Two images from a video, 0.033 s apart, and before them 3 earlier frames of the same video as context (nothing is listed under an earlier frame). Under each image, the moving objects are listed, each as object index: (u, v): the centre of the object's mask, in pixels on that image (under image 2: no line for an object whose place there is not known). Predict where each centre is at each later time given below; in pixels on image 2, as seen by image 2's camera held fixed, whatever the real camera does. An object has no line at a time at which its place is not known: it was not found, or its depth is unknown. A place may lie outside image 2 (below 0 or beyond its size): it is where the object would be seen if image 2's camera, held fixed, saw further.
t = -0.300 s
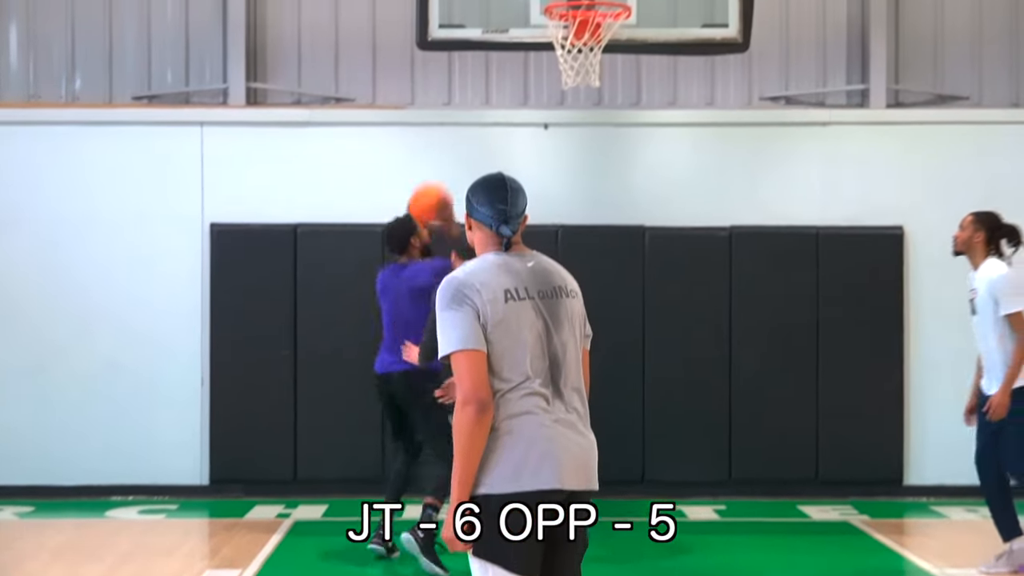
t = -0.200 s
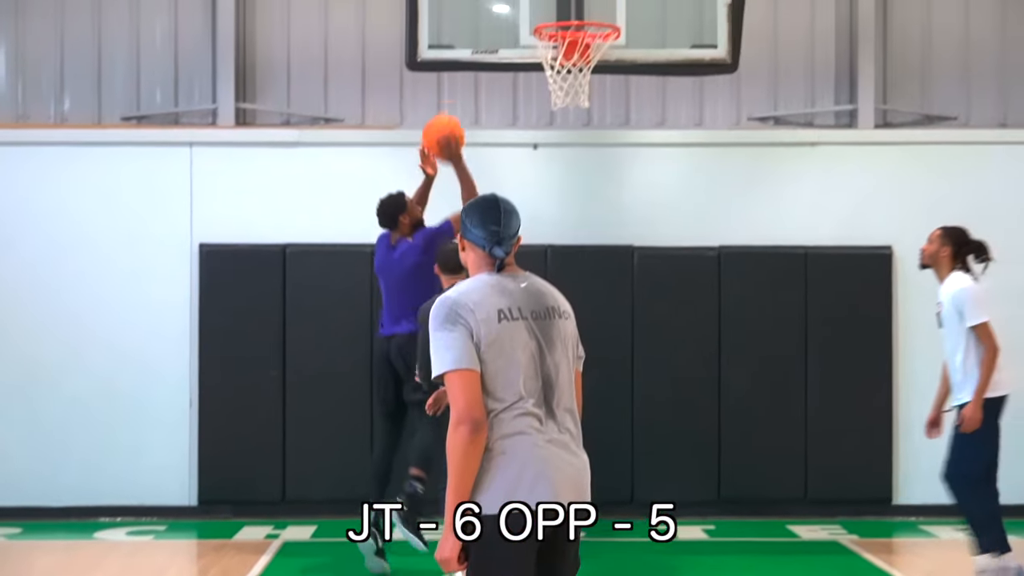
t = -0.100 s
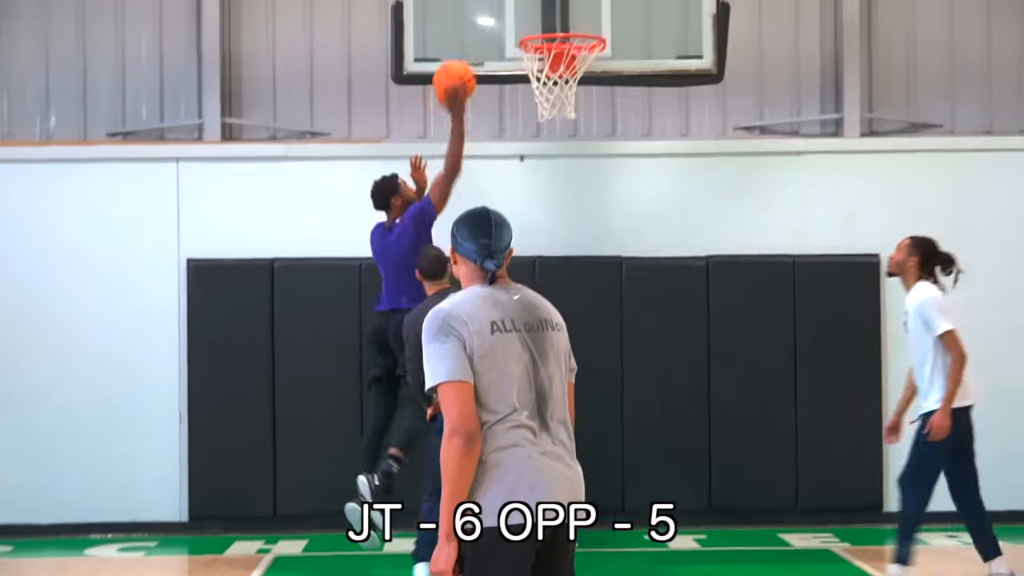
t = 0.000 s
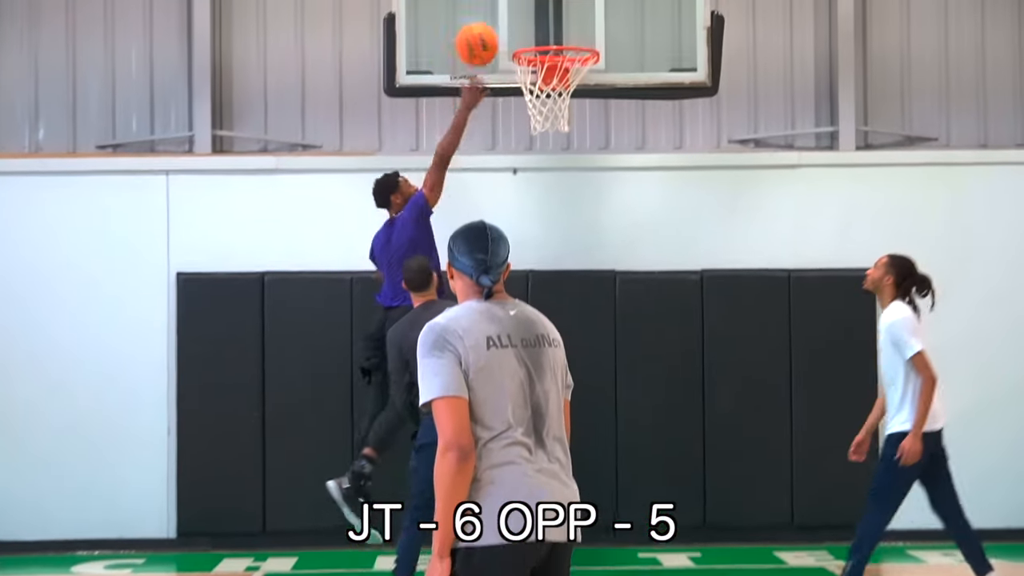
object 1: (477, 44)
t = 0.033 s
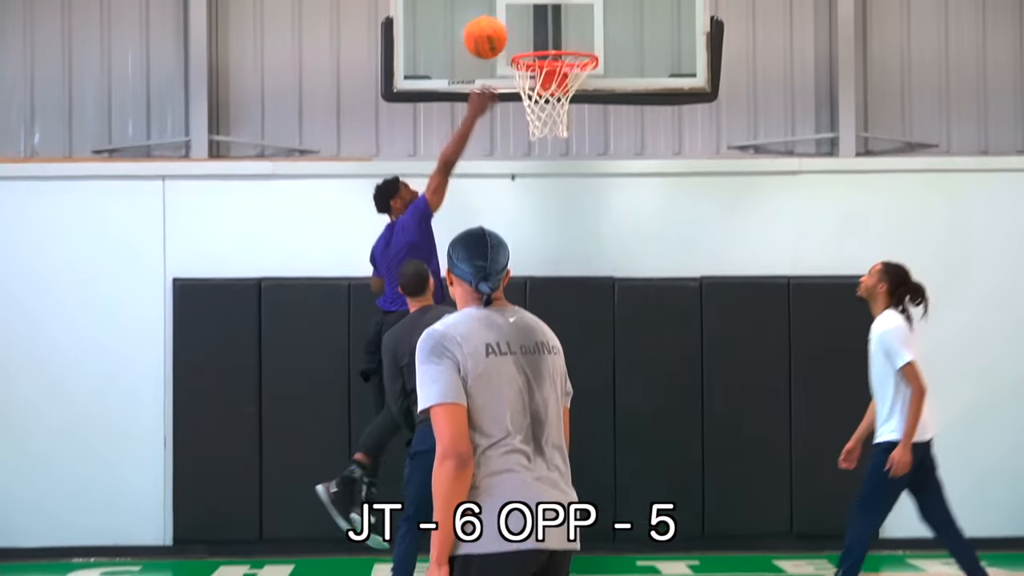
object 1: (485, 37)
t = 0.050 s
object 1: (490, 31)
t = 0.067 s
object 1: (495, 27)
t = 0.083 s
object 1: (500, 22)
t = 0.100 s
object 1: (505, 19)
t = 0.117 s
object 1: (509, 18)
